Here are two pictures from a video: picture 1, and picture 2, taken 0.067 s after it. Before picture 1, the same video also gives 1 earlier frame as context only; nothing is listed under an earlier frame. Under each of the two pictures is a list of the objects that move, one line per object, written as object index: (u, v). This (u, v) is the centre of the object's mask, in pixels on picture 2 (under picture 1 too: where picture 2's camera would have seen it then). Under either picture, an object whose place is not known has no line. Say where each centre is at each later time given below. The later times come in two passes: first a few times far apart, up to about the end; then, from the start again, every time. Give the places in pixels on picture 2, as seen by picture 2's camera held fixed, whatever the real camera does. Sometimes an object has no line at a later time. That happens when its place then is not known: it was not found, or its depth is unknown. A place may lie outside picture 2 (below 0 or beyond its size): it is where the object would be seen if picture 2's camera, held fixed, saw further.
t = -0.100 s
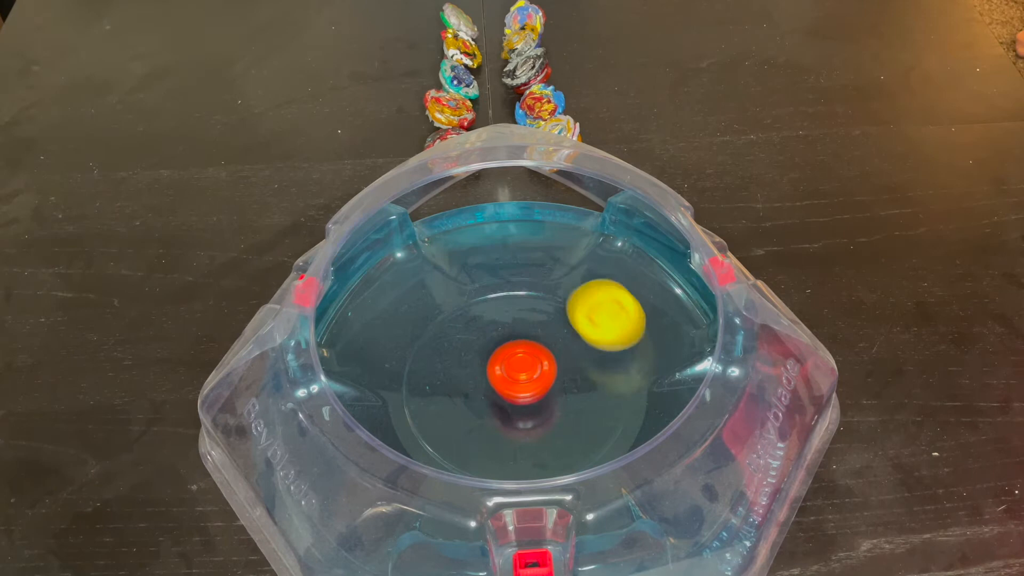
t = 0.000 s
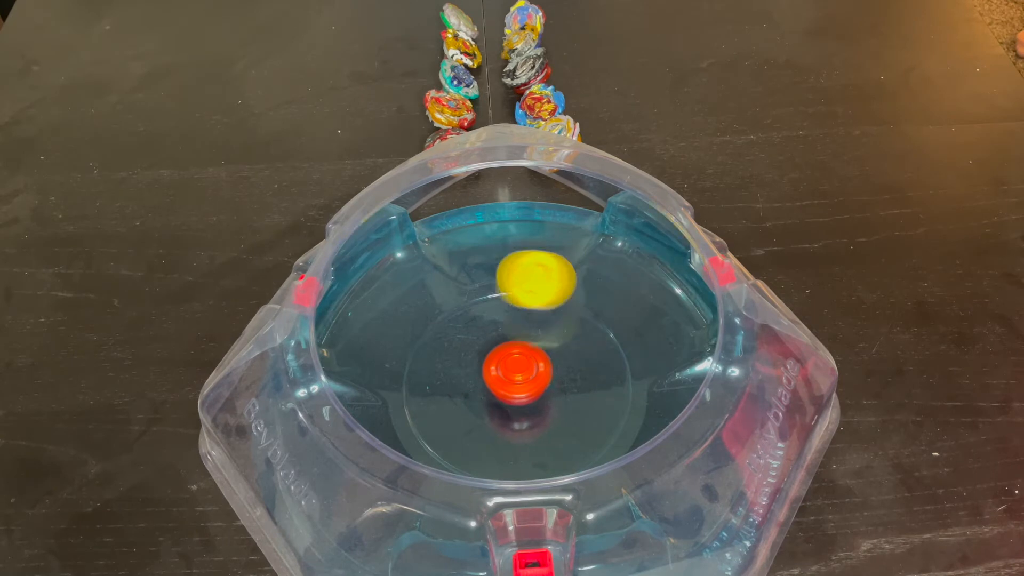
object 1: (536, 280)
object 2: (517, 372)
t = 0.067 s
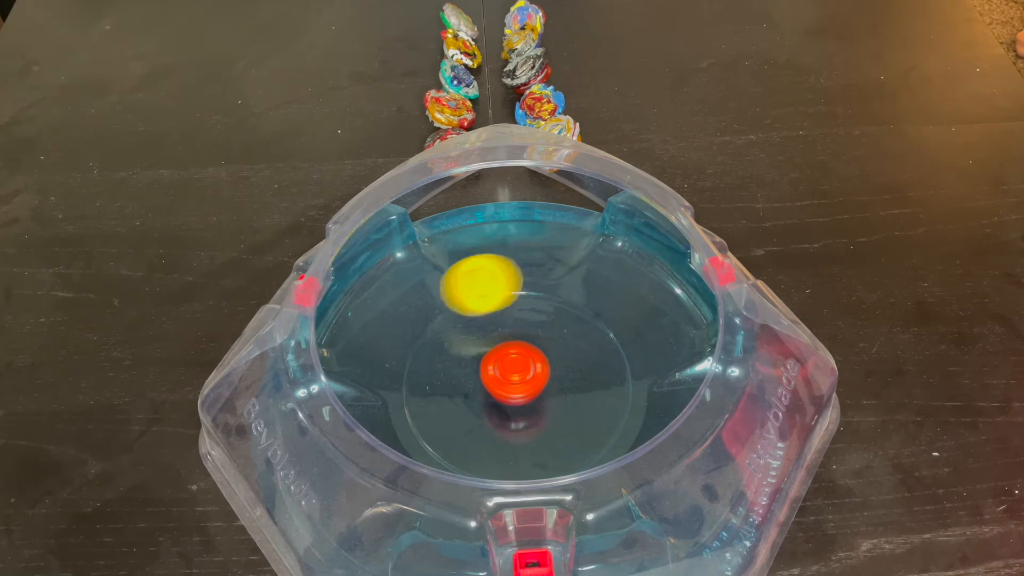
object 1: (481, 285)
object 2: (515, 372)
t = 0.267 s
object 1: (416, 399)
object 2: (508, 370)
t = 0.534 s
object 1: (601, 427)
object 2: (506, 365)
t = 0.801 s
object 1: (546, 281)
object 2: (512, 361)
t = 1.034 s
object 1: (414, 350)
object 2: (518, 361)
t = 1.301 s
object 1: (532, 453)
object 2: (523, 364)
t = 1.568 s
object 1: (612, 329)
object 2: (521, 371)
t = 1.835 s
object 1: (455, 297)
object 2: (517, 374)
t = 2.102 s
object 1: (444, 434)
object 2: (513, 372)
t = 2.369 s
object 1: (610, 408)
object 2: (512, 366)
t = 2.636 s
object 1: (556, 284)
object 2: (514, 362)
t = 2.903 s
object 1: (421, 341)
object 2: (517, 361)
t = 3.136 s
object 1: (479, 441)
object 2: (519, 364)
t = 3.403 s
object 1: (618, 383)
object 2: (520, 369)
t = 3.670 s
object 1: (543, 284)
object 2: (518, 372)
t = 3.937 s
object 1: (423, 340)
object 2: (515, 370)
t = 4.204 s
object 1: (490, 445)
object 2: (512, 367)
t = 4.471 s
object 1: (612, 376)
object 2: (513, 364)
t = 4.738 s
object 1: (535, 287)
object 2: (516, 363)
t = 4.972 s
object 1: (432, 328)
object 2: (518, 364)
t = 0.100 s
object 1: (457, 295)
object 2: (513, 372)
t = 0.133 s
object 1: (436, 310)
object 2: (512, 372)
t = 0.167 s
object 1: (421, 329)
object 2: (511, 372)
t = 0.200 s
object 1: (413, 352)
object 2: (510, 371)
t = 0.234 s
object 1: (411, 375)
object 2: (509, 371)
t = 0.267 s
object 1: (416, 399)
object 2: (508, 370)
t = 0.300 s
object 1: (428, 420)
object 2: (507, 370)
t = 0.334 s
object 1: (446, 437)
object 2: (507, 369)
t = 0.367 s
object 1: (469, 447)
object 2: (506, 369)
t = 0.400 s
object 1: (495, 453)
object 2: (506, 368)
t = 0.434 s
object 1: (524, 454)
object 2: (506, 367)
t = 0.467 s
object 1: (552, 450)
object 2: (506, 366)
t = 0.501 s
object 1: (579, 441)
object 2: (506, 366)
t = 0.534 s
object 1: (601, 427)
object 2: (506, 365)
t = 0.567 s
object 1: (616, 407)
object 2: (507, 364)
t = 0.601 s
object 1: (624, 384)
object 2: (507, 363)
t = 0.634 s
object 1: (626, 361)
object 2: (508, 363)
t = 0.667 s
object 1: (620, 338)
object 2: (508, 362)
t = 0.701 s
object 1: (608, 319)
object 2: (509, 362)
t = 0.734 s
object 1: (591, 302)
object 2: (510, 361)
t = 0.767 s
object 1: (570, 289)
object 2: (511, 361)
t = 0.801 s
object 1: (546, 281)
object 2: (512, 361)
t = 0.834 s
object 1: (521, 278)
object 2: (513, 360)
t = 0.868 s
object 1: (497, 280)
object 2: (514, 360)
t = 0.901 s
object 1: (473, 287)
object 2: (515, 360)
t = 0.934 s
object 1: (452, 299)
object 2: (516, 360)
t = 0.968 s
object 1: (435, 313)
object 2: (517, 360)
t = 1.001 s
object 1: (422, 331)
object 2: (518, 360)
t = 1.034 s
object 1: (414, 350)
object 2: (518, 361)
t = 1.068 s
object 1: (411, 371)
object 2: (519, 361)
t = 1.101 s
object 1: (414, 392)
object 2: (520, 361)
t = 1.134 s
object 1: (422, 412)
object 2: (521, 362)
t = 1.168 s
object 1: (436, 430)
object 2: (521, 362)
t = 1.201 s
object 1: (456, 443)
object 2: (522, 363)
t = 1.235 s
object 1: (480, 450)
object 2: (522, 363)
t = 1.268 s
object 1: (506, 453)
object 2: (523, 364)
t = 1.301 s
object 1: (532, 453)
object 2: (523, 364)
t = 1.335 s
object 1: (557, 448)
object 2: (523, 365)
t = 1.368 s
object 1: (581, 440)
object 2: (523, 366)
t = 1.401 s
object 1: (601, 427)
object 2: (523, 367)
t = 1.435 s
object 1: (614, 408)
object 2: (523, 368)
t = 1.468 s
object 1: (621, 388)
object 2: (522, 368)
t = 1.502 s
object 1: (623, 367)
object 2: (522, 369)
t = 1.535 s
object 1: (620, 347)
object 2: (521, 370)
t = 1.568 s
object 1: (612, 329)
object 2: (521, 371)
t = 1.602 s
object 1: (599, 312)
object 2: (521, 371)
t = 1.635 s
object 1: (582, 298)
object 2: (520, 372)
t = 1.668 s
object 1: (562, 288)
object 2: (520, 372)
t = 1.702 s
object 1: (541, 281)
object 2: (519, 373)
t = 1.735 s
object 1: (518, 278)
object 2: (518, 373)
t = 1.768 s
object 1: (495, 281)
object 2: (518, 373)
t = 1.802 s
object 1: (474, 287)
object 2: (517, 374)
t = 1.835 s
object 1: (455, 297)
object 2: (517, 374)
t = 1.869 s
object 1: (437, 310)
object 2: (516, 374)
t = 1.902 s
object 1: (424, 326)
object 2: (515, 374)
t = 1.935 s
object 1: (416, 343)
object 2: (515, 374)
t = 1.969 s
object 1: (411, 363)
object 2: (514, 373)
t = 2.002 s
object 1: (412, 382)
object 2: (514, 373)
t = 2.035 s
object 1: (418, 401)
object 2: (513, 373)
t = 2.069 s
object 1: (429, 419)
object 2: (513, 372)
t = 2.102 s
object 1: (444, 434)
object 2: (513, 372)
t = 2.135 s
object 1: (464, 444)
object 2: (512, 371)
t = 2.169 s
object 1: (486, 450)
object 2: (512, 371)
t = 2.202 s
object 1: (510, 452)
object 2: (512, 370)
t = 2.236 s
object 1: (534, 450)
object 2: (512, 369)
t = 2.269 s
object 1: (556, 445)
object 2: (511, 368)
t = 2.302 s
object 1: (578, 437)
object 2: (511, 368)
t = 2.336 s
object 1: (596, 424)
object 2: (511, 367)
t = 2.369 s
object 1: (610, 408)
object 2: (512, 366)
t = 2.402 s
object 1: (619, 391)
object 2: (512, 365)
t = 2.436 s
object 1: (623, 373)
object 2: (512, 365)
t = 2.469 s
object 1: (622, 354)
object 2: (512, 364)
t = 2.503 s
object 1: (617, 335)
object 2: (512, 363)
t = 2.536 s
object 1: (607, 319)
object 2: (513, 363)
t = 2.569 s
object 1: (593, 305)
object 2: (513, 362)
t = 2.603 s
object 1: (576, 293)
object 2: (513, 362)
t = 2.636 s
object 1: (556, 284)
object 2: (514, 362)
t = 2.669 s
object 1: (535, 279)
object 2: (514, 361)
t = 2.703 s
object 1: (513, 279)
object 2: (514, 361)
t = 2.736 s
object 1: (493, 282)
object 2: (515, 361)
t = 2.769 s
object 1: (472, 289)
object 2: (515, 361)
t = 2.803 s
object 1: (455, 299)
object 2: (516, 361)
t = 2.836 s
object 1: (440, 311)
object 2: (516, 361)
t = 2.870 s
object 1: (430, 324)
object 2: (517, 361)
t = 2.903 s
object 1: (421, 341)
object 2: (517, 361)
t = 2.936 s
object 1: (419, 357)
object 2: (517, 361)
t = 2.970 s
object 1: (420, 374)
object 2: (518, 362)
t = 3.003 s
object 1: (425, 391)
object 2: (518, 362)
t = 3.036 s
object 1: (433, 407)
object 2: (519, 362)
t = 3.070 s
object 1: (445, 421)
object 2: (519, 363)
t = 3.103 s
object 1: (462, 433)
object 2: (519, 364)
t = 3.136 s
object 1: (479, 441)
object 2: (519, 364)
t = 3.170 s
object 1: (501, 446)
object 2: (520, 365)
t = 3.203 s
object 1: (523, 446)
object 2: (520, 366)
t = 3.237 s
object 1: (543, 444)
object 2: (520, 366)
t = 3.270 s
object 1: (565, 438)
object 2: (520, 367)
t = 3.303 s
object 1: (584, 428)
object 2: (520, 368)
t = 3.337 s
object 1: (599, 415)
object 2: (520, 368)
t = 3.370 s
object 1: (611, 400)
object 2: (520, 369)
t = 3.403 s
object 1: (618, 383)
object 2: (520, 369)
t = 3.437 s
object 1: (620, 366)
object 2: (520, 370)
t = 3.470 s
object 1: (618, 349)
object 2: (520, 370)
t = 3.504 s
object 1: (611, 333)
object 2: (520, 371)
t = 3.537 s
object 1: (602, 320)
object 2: (519, 371)
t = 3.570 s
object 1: (591, 308)
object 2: (519, 371)
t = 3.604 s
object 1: (576, 297)
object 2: (519, 371)
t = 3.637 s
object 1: (561, 290)
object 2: (519, 372)
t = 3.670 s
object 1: (543, 284)
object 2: (518, 372)
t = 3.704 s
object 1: (525, 282)
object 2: (518, 372)
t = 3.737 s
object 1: (506, 282)
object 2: (518, 372)
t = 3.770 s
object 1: (486, 285)
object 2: (517, 372)
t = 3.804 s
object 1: (469, 292)
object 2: (517, 371)
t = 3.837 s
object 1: (453, 300)
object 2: (516, 371)
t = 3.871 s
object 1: (439, 313)
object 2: (516, 371)
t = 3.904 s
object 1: (429, 326)
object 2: (515, 371)
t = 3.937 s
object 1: (423, 340)
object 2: (515, 370)
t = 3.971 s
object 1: (420, 356)
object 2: (514, 370)
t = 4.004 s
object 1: (420, 372)
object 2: (514, 370)
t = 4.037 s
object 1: (422, 388)
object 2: (514, 369)
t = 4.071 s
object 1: (429, 404)
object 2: (513, 369)
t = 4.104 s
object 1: (439, 417)
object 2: (513, 368)
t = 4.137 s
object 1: (454, 430)
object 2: (513, 368)
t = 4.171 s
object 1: (471, 439)
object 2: (513, 367)
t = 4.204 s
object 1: (490, 445)
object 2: (512, 367)
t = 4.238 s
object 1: (511, 447)
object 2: (512, 367)
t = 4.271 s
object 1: (531, 445)
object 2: (512, 366)
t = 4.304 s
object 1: (551, 441)
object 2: (512, 366)
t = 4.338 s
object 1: (569, 433)
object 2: (512, 366)
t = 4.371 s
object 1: (586, 422)
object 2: (512, 365)
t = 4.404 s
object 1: (599, 408)
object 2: (512, 365)
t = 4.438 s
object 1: (607, 393)
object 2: (513, 365)
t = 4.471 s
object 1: (612, 376)
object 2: (513, 364)
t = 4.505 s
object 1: (612, 361)
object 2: (513, 364)
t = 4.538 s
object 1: (609, 345)
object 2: (513, 364)
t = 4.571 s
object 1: (602, 332)
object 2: (514, 364)
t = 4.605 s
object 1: (592, 318)
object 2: (514, 364)
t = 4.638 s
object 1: (580, 307)
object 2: (515, 363)
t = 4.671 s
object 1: (566, 298)
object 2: (515, 363)
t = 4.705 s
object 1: (551, 291)
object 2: (515, 363)
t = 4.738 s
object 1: (535, 287)
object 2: (516, 363)
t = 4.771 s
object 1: (517, 285)
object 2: (516, 363)
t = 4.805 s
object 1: (500, 286)
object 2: (517, 363)
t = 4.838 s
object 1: (482, 289)
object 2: (517, 364)
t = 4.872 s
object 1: (467, 295)
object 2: (517, 364)
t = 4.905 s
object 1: (452, 304)
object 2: (518, 364)
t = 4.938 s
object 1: (441, 315)
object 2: (518, 364)
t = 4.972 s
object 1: (432, 328)
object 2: (518, 364)
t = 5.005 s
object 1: (426, 342)
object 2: (518, 365)
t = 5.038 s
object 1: (423, 357)
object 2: (519, 365)
